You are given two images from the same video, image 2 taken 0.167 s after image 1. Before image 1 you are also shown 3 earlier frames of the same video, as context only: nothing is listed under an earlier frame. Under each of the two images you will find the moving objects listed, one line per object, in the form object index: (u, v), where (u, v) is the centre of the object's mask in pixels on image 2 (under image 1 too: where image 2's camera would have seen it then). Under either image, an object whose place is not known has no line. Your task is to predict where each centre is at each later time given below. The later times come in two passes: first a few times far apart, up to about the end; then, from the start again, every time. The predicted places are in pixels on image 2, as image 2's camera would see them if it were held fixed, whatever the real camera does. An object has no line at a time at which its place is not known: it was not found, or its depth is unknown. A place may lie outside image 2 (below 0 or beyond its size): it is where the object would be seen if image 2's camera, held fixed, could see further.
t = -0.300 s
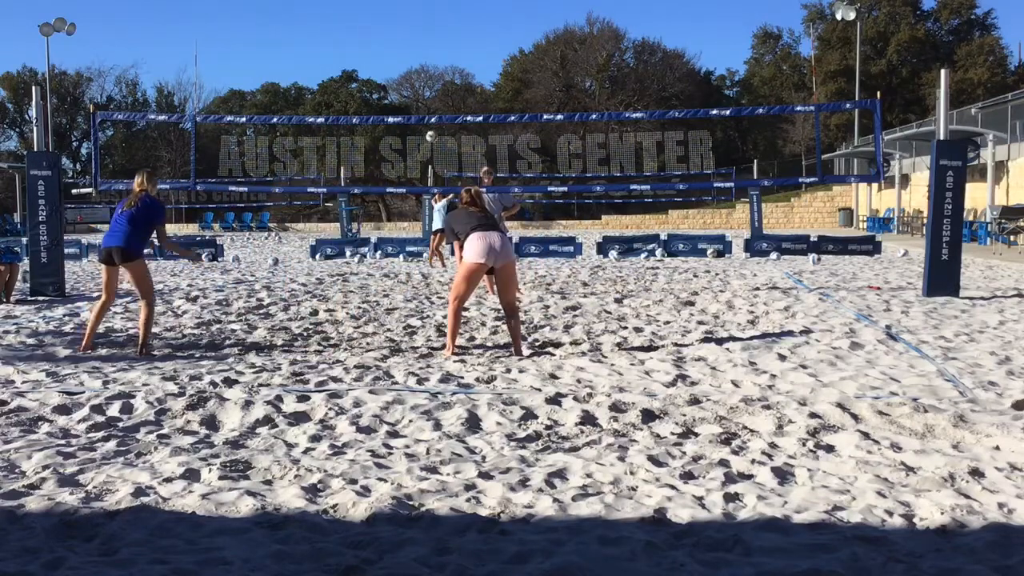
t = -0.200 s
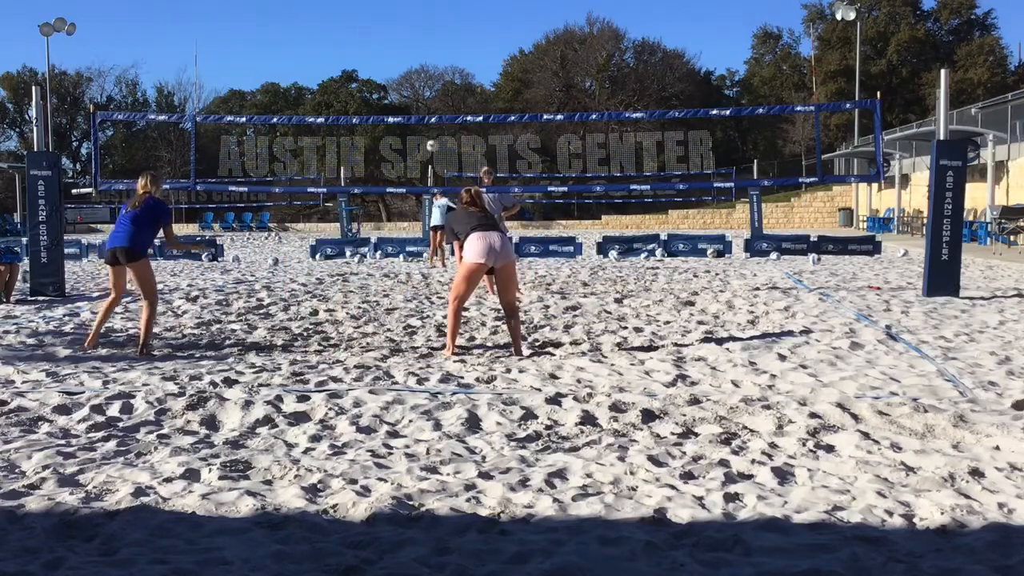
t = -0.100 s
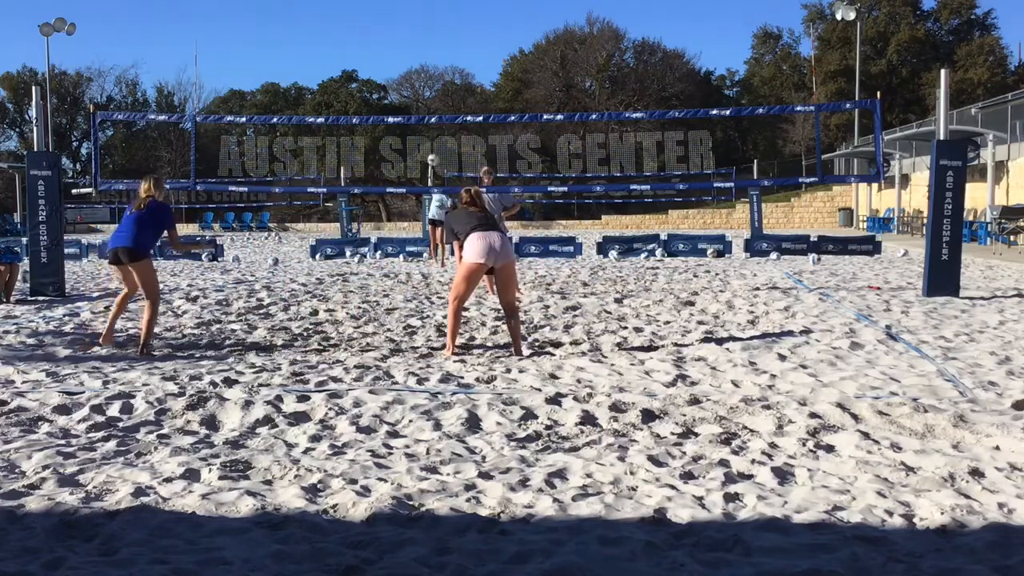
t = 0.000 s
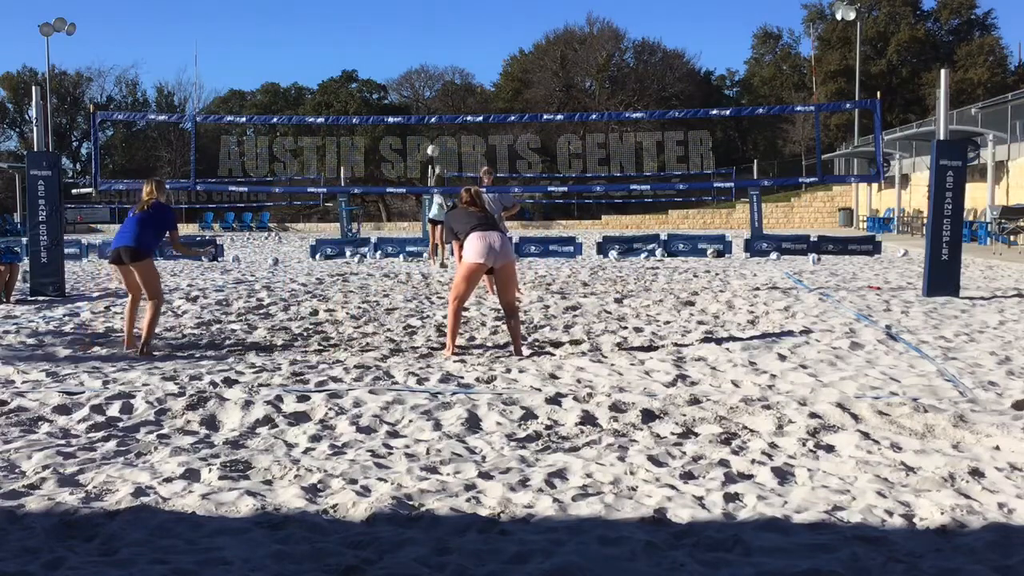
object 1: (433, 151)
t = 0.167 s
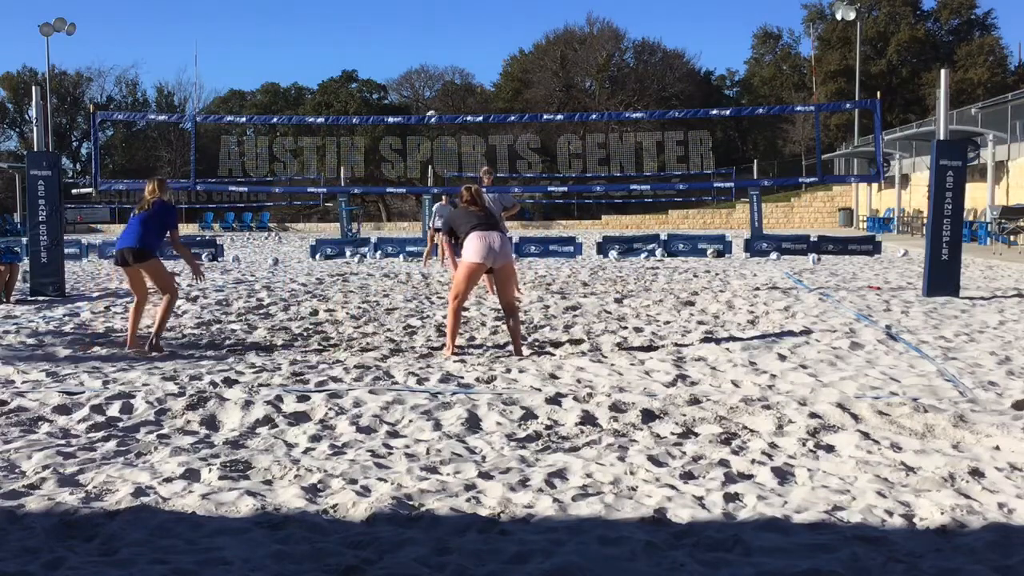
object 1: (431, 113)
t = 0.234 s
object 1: (432, 107)
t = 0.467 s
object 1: (434, 93)
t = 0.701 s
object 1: (442, 133)
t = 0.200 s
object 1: (431, 110)
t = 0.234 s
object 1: (432, 107)
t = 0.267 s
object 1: (433, 103)
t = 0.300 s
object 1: (433, 99)
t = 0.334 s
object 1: (433, 96)
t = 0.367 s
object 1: (433, 94)
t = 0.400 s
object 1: (434, 93)
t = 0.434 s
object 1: (434, 93)
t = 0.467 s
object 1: (434, 93)
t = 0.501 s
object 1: (435, 96)
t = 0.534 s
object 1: (436, 98)
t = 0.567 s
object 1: (437, 103)
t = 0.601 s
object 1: (438, 107)
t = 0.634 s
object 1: (439, 115)
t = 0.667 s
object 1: (440, 123)
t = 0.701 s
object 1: (442, 133)
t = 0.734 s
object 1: (444, 144)
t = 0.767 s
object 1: (447, 157)
